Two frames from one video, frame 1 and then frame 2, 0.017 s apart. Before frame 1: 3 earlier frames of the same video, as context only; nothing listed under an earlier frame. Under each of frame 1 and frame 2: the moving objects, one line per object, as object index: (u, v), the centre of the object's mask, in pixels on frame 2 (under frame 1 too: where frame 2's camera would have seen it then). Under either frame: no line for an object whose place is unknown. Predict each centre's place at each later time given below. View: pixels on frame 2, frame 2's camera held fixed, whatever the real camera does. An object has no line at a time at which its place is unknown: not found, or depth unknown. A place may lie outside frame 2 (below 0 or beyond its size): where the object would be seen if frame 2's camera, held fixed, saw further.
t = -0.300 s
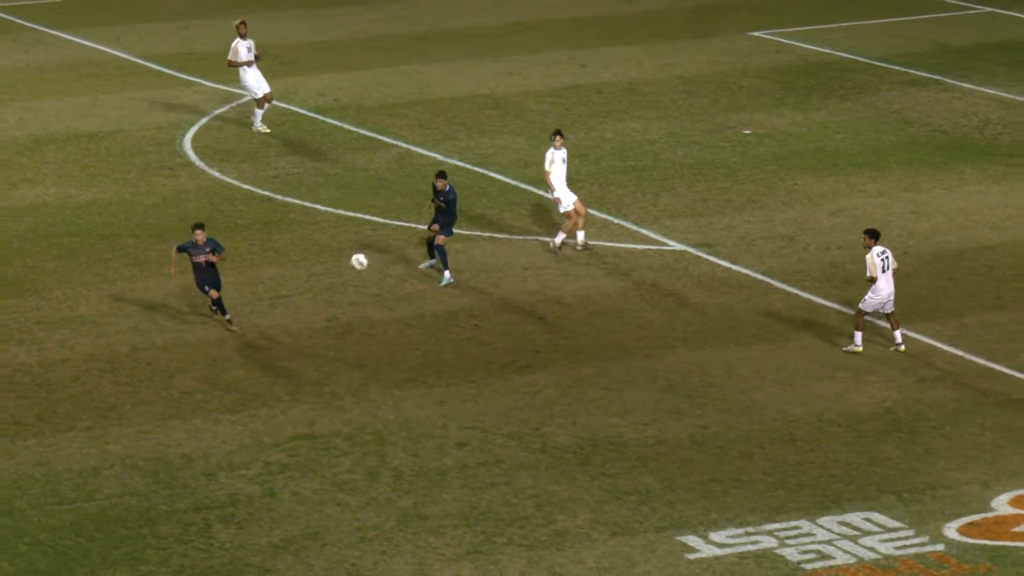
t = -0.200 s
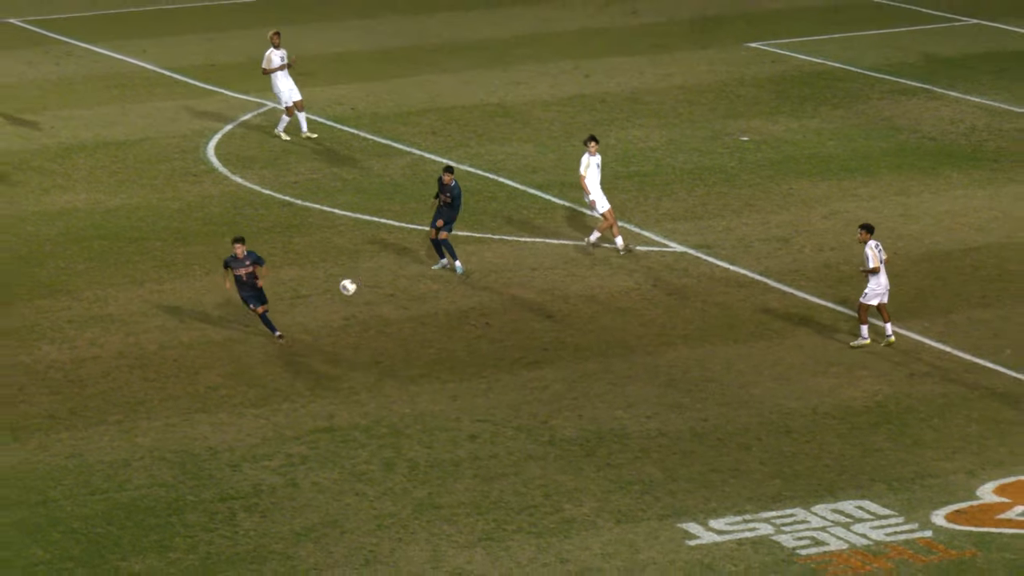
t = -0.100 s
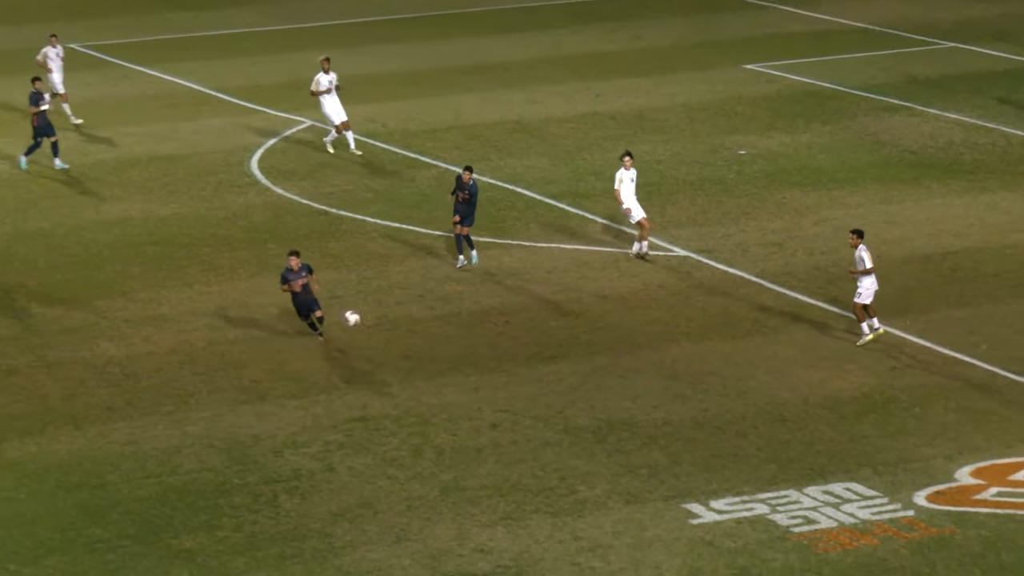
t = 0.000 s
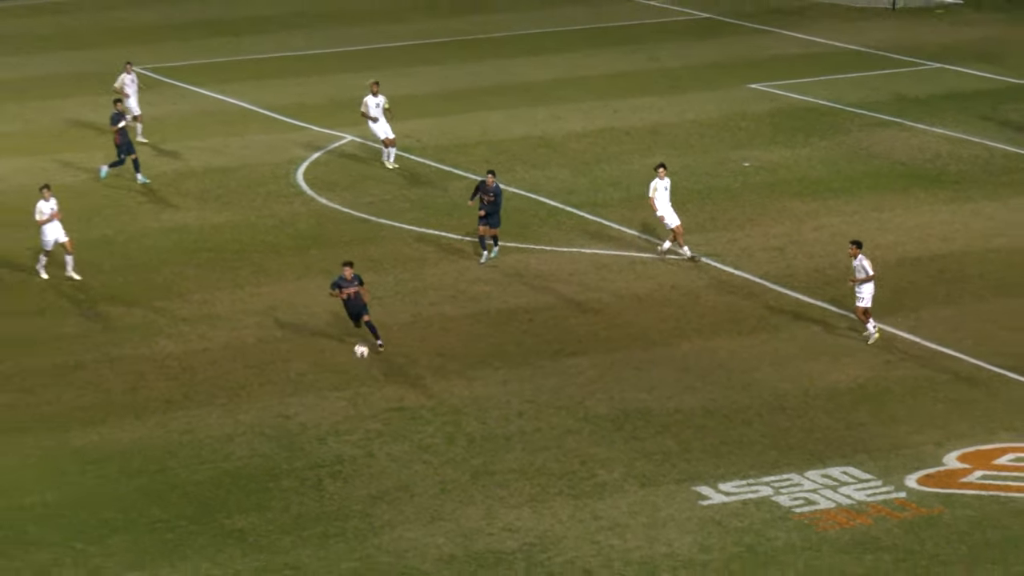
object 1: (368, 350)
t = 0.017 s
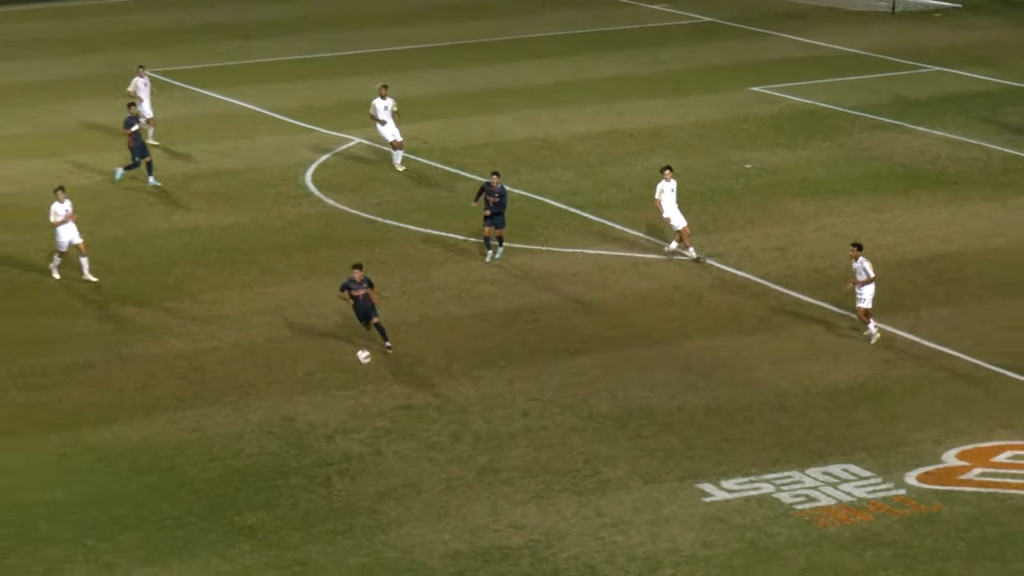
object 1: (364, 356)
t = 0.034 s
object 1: (358, 363)
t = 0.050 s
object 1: (353, 370)
